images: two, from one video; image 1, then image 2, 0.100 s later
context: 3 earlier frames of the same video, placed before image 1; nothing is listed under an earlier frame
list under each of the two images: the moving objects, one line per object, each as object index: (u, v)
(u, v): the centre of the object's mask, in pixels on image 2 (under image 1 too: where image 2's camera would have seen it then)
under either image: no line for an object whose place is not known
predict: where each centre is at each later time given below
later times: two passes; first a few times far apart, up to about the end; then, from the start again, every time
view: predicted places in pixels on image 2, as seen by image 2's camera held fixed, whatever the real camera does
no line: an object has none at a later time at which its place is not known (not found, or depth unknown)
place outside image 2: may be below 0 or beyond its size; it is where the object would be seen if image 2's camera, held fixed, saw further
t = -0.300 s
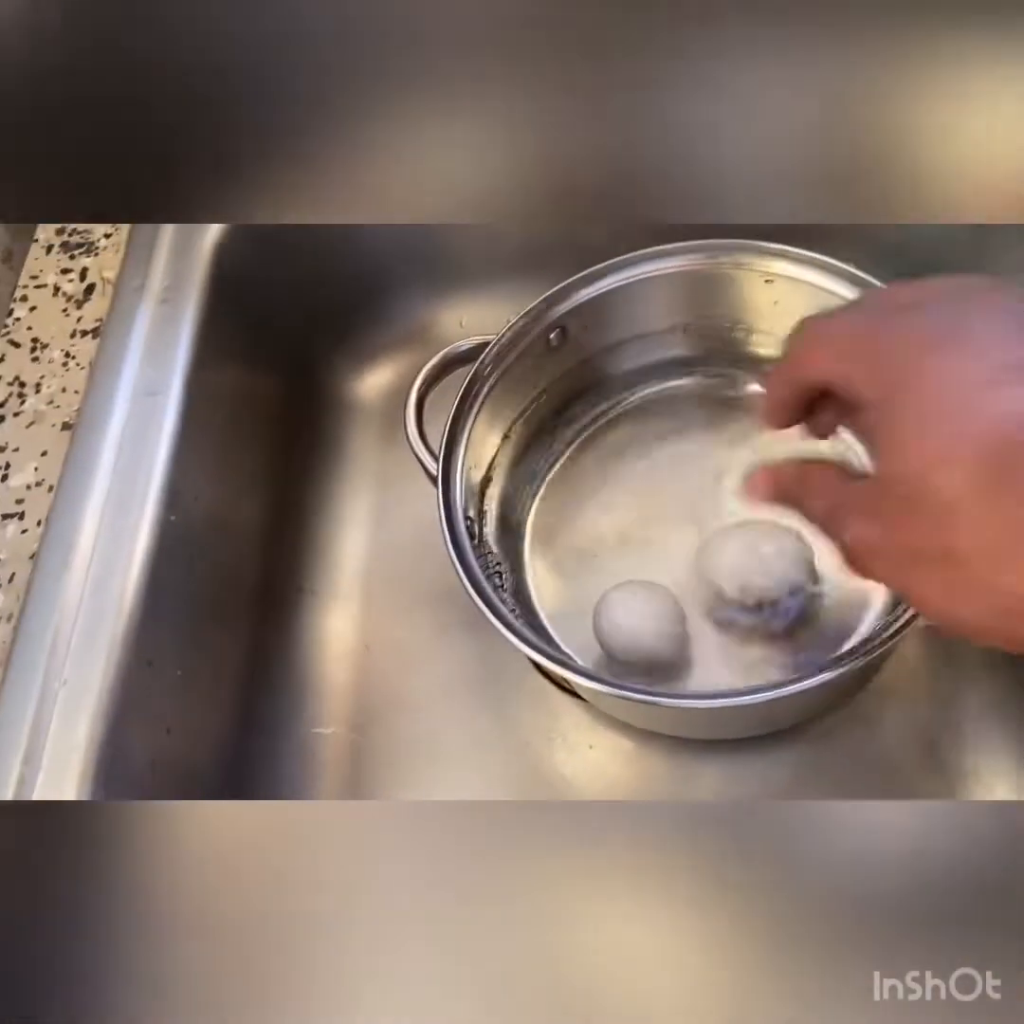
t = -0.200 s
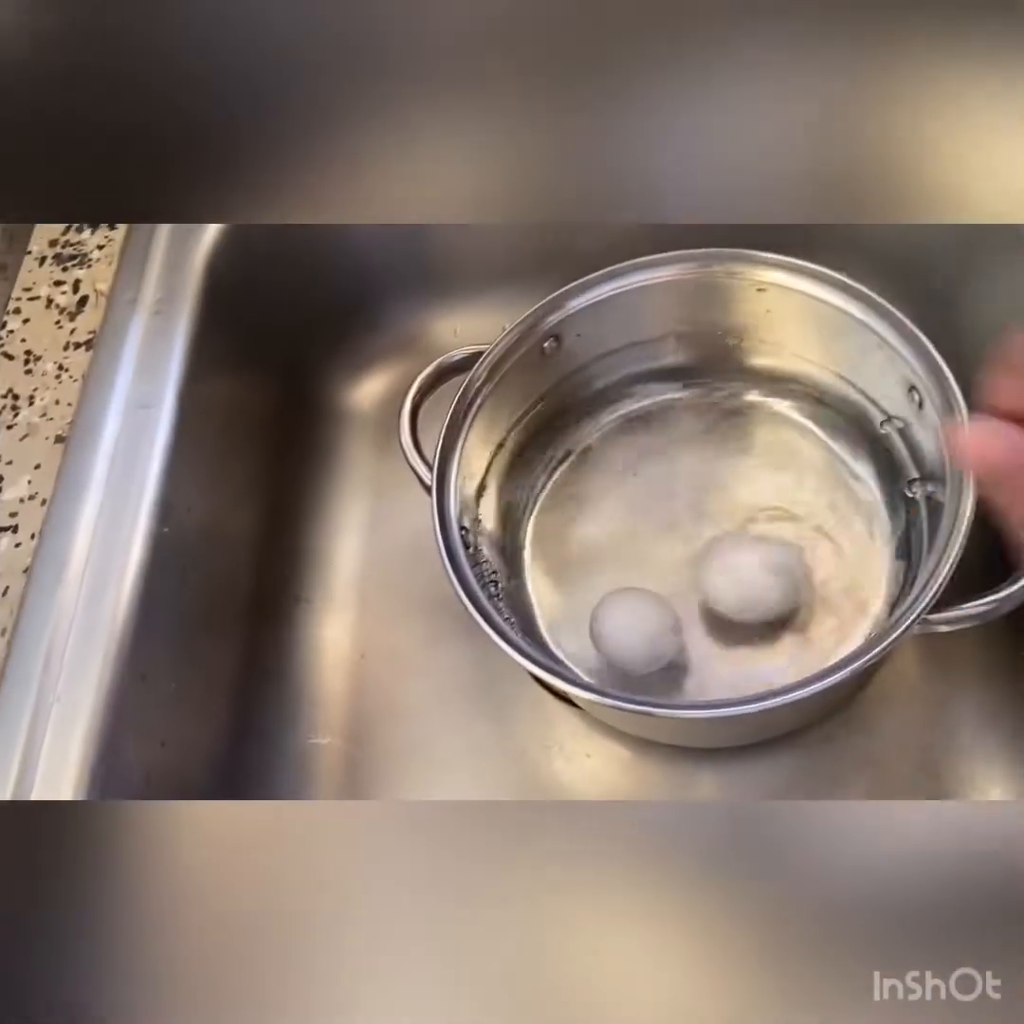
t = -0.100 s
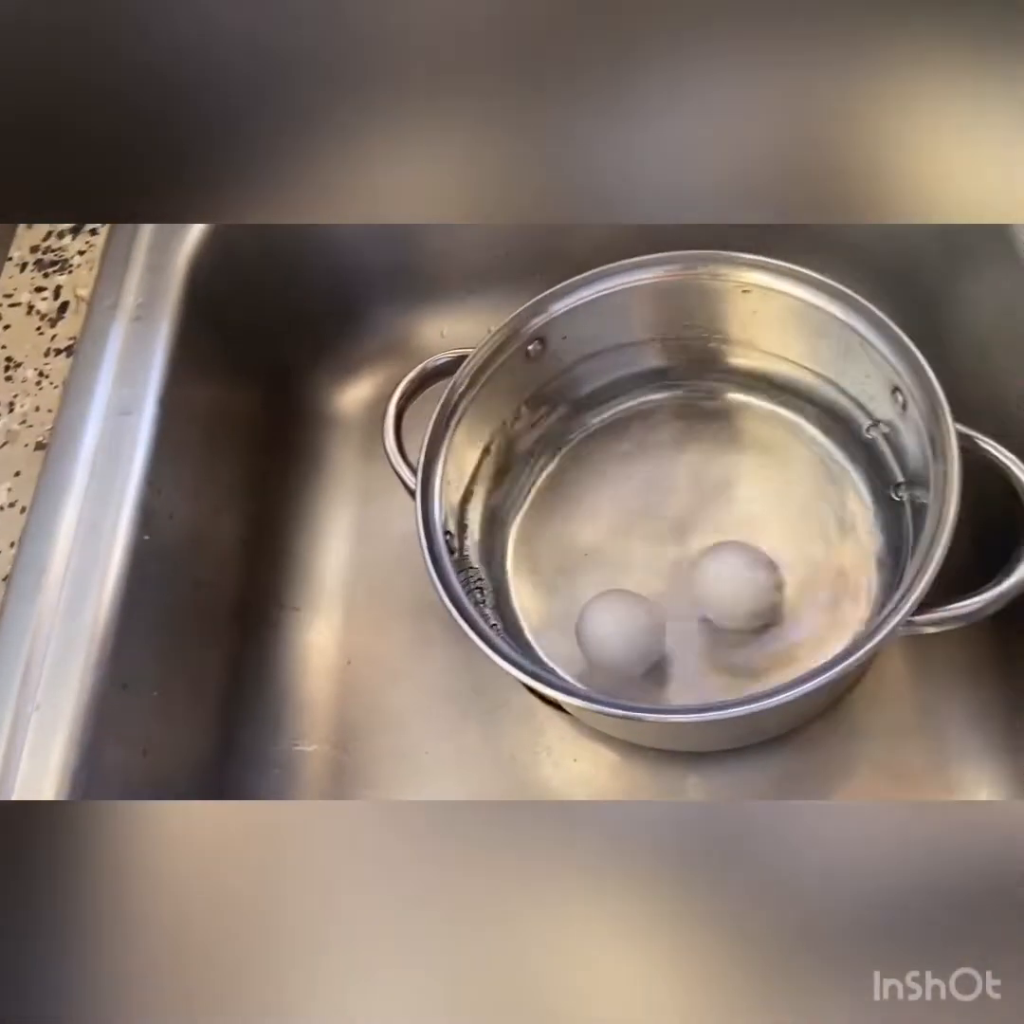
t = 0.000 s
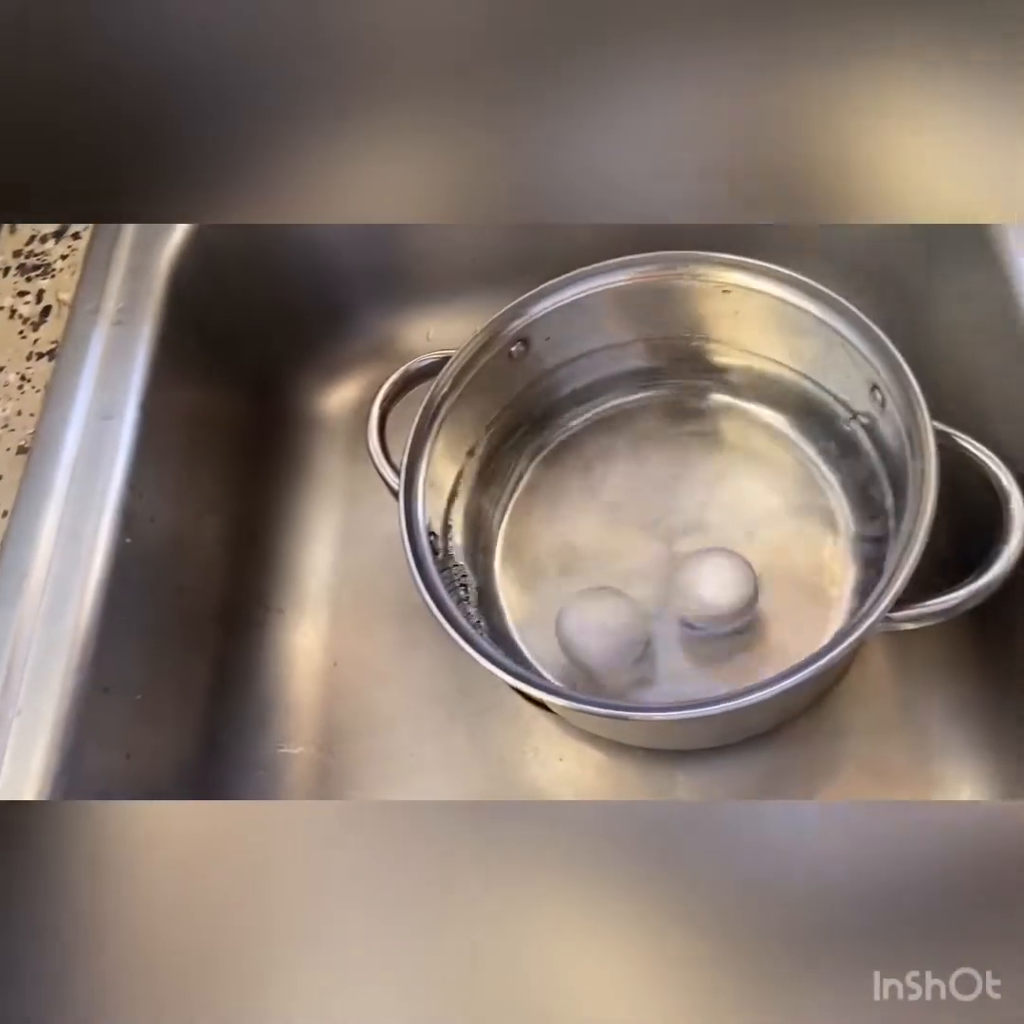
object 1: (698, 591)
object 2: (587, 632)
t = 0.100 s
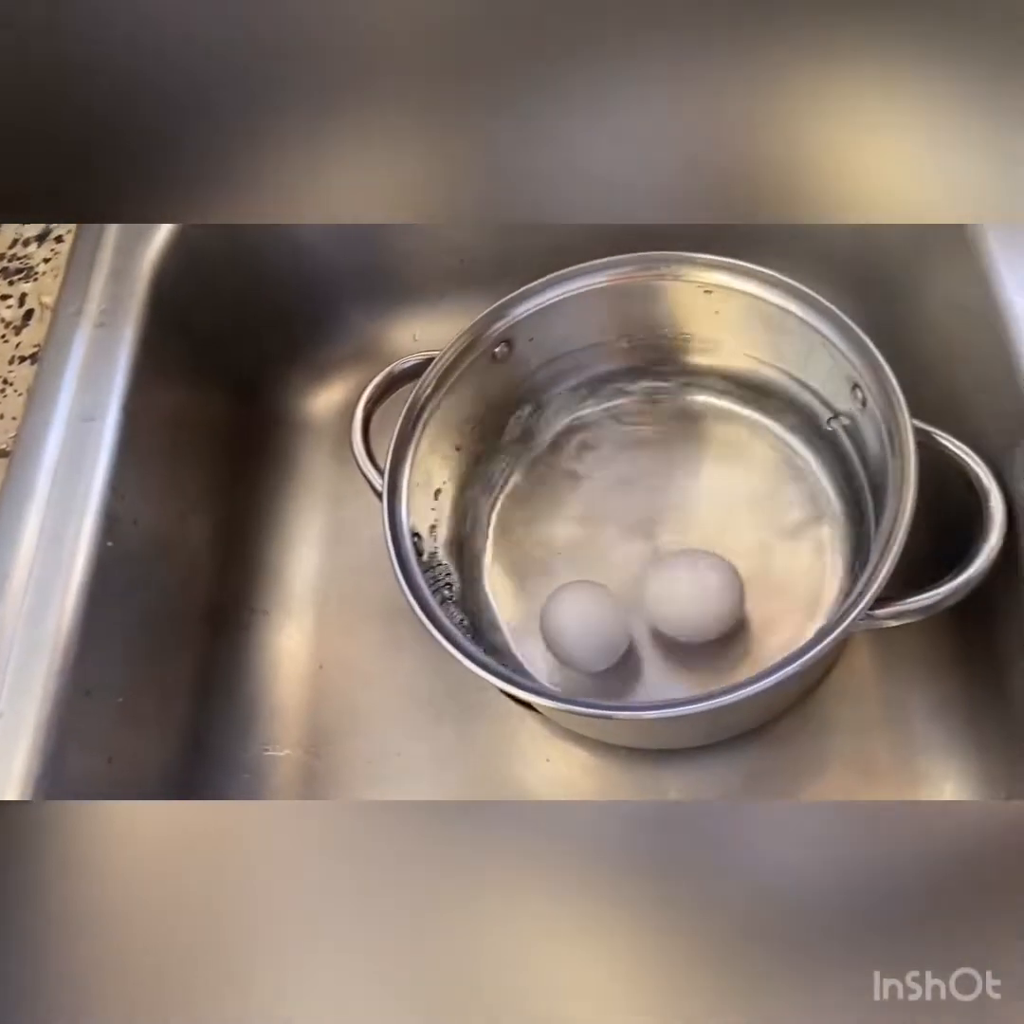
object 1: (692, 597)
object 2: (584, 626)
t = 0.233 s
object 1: (686, 609)
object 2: (585, 622)
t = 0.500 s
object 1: (689, 627)
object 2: (579, 619)
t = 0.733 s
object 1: (684, 641)
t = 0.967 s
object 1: (673, 647)
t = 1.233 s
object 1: (655, 655)
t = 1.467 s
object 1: (651, 665)
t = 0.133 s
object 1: (690, 598)
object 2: (585, 626)
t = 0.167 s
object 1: (689, 603)
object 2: (585, 625)
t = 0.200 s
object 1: (687, 606)
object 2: (584, 623)
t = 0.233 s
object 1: (686, 609)
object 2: (585, 622)
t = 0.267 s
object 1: (686, 613)
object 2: (585, 622)
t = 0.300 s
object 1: (687, 616)
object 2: (584, 623)
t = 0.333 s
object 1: (685, 615)
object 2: (584, 624)
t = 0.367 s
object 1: (688, 622)
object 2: (584, 623)
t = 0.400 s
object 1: (689, 623)
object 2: (582, 622)
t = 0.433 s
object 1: (689, 626)
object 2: (580, 622)
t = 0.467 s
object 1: (689, 626)
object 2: (579, 621)
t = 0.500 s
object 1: (689, 627)
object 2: (579, 619)
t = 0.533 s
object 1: (688, 628)
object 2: (578, 619)
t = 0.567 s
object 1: (686, 630)
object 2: (576, 618)
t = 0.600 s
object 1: (687, 631)
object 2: (574, 617)
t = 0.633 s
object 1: (686, 632)
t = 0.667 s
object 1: (685, 632)
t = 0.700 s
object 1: (683, 635)
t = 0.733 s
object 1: (684, 641)
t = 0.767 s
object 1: (683, 643)
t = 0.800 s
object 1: (682, 644)
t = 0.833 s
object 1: (680, 643)
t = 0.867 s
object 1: (679, 643)
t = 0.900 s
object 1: (678, 645)
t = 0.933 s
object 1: (676, 646)
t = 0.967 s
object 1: (673, 647)
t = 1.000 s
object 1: (672, 649)
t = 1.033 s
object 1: (669, 651)
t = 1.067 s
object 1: (666, 652)
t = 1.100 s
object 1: (664, 653)
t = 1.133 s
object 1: (662, 653)
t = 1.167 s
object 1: (658, 653)
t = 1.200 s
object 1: (656, 654)
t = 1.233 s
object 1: (655, 655)
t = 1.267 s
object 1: (653, 656)
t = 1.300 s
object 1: (652, 657)
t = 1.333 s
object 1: (652, 659)
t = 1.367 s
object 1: (654, 659)
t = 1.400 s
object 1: (653, 662)
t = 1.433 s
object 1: (652, 664)
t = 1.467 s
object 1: (651, 665)
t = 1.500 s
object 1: (649, 666)
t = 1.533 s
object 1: (649, 667)
